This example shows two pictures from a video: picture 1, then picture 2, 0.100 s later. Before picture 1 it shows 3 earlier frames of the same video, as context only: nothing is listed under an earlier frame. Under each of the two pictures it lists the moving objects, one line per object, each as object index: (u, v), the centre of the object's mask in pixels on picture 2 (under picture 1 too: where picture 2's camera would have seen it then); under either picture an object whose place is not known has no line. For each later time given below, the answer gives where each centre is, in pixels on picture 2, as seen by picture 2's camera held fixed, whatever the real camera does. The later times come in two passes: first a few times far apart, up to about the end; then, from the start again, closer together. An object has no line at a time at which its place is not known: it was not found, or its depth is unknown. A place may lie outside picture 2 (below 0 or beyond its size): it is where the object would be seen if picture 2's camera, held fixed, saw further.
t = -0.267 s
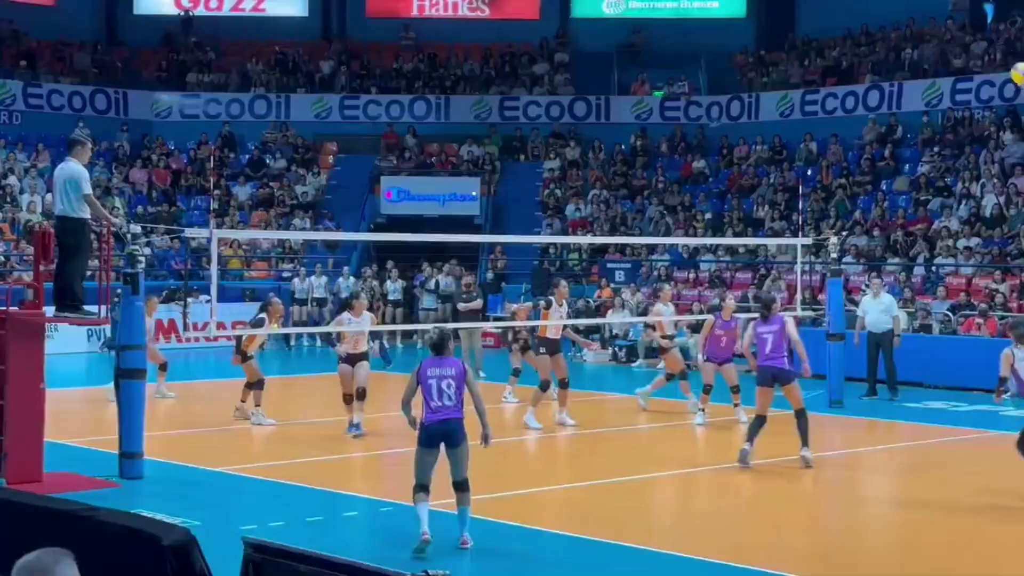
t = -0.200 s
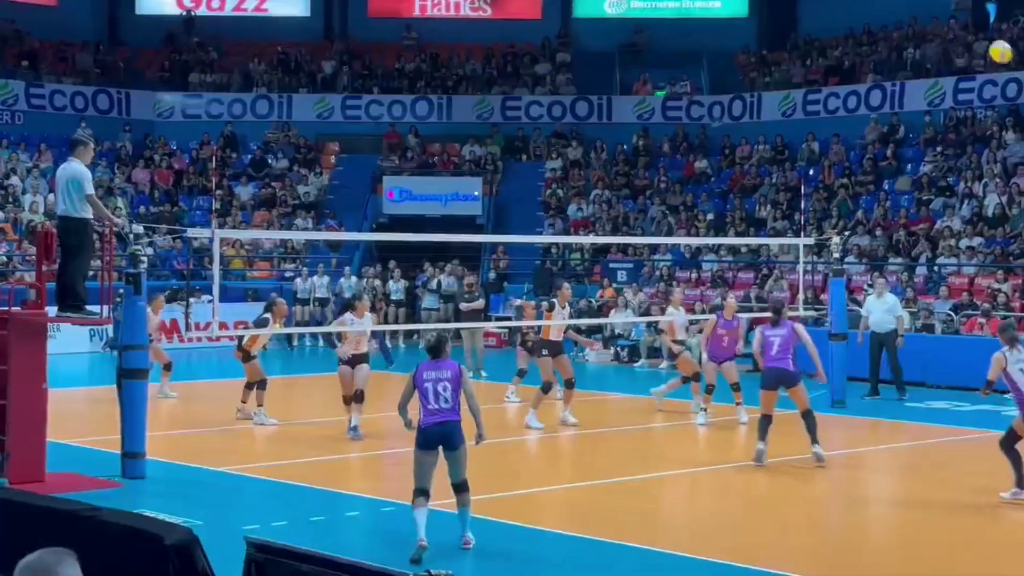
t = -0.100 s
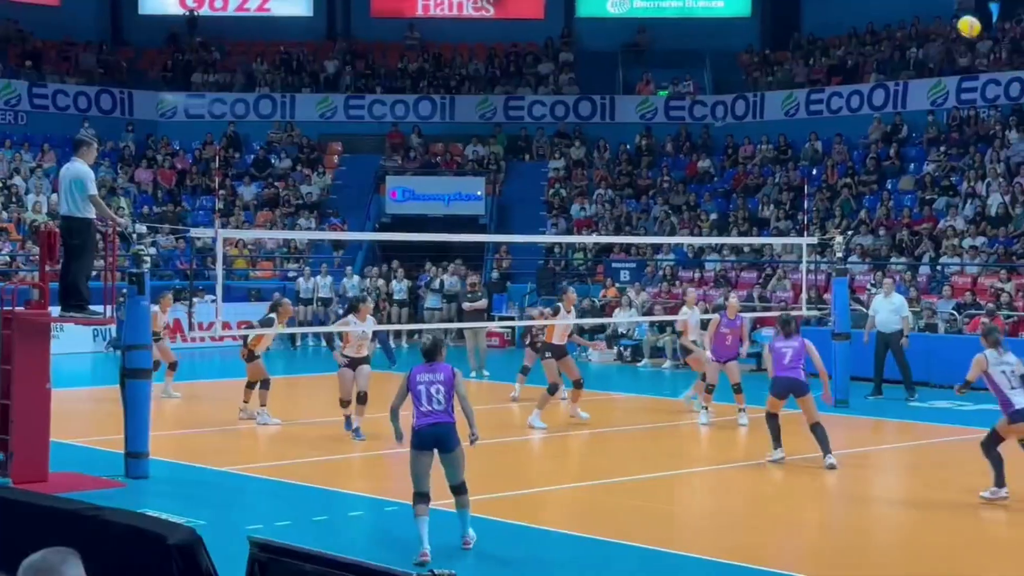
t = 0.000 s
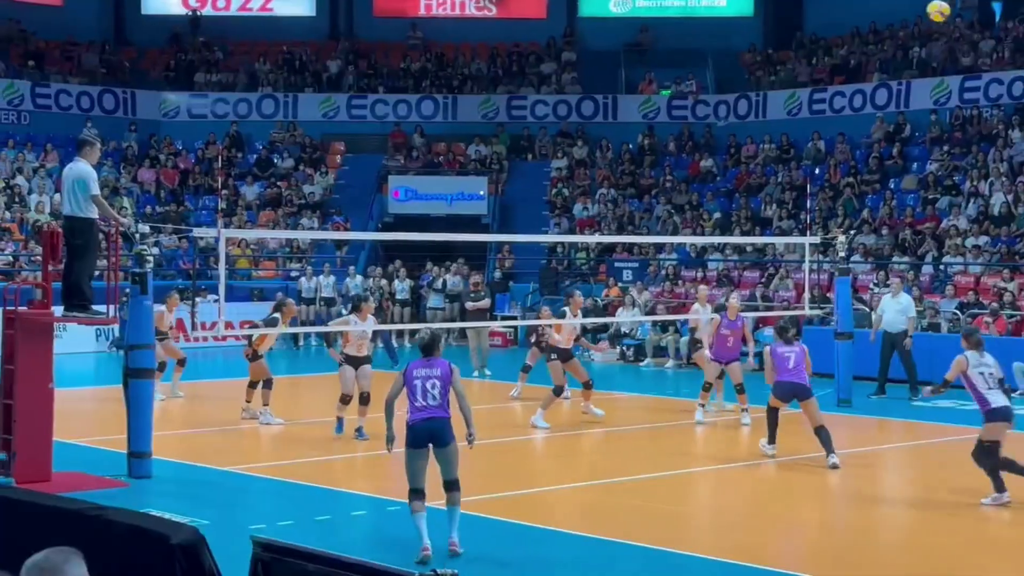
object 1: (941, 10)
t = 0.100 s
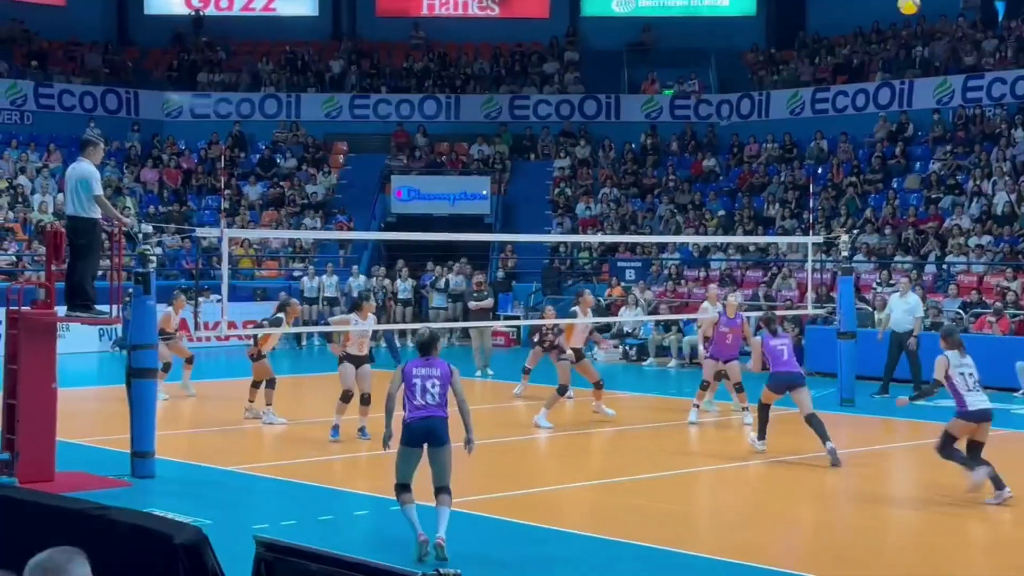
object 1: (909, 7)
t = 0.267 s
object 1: (856, 15)
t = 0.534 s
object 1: (779, 79)
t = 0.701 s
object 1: (735, 144)
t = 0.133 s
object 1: (898, 7)
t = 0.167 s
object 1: (887, 8)
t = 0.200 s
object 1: (877, 9)
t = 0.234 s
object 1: (866, 11)
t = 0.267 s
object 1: (856, 15)
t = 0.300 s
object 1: (846, 20)
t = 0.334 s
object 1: (836, 26)
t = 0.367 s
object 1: (826, 33)
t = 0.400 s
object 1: (817, 40)
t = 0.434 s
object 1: (807, 49)
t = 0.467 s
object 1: (798, 58)
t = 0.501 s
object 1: (789, 68)
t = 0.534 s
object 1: (779, 79)
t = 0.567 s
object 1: (770, 91)
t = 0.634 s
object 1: (753, 116)
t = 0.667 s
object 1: (744, 130)
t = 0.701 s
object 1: (735, 144)
